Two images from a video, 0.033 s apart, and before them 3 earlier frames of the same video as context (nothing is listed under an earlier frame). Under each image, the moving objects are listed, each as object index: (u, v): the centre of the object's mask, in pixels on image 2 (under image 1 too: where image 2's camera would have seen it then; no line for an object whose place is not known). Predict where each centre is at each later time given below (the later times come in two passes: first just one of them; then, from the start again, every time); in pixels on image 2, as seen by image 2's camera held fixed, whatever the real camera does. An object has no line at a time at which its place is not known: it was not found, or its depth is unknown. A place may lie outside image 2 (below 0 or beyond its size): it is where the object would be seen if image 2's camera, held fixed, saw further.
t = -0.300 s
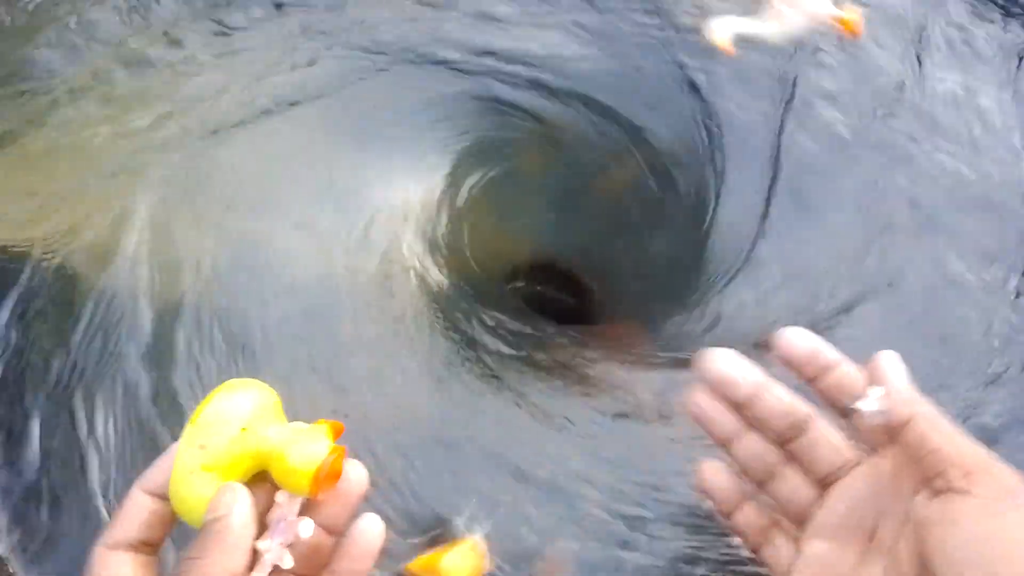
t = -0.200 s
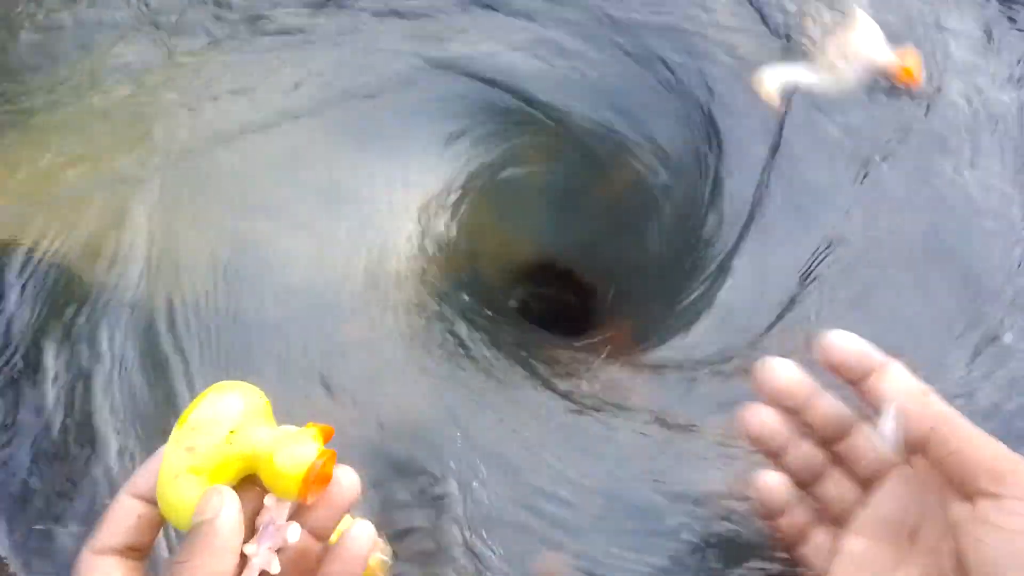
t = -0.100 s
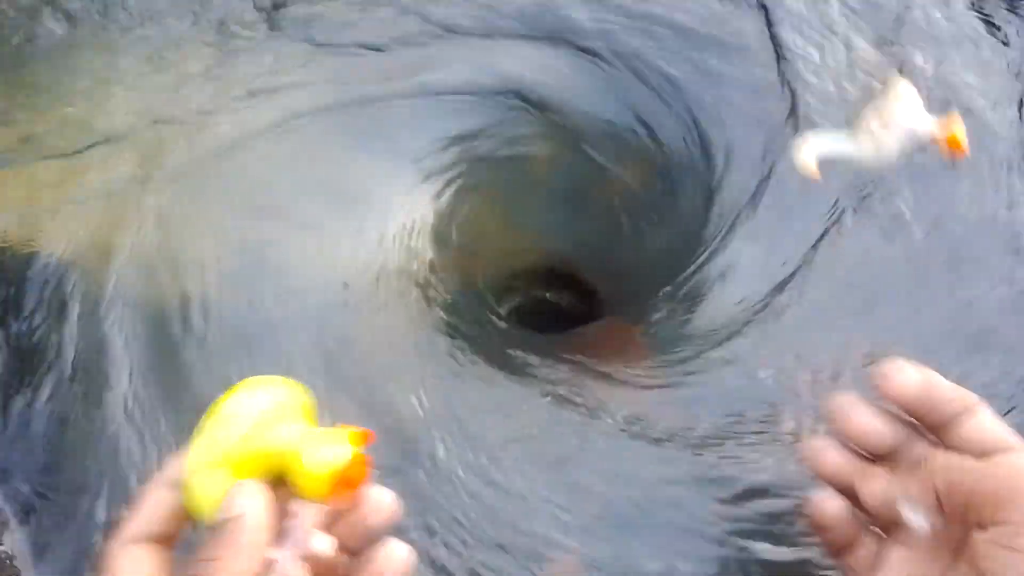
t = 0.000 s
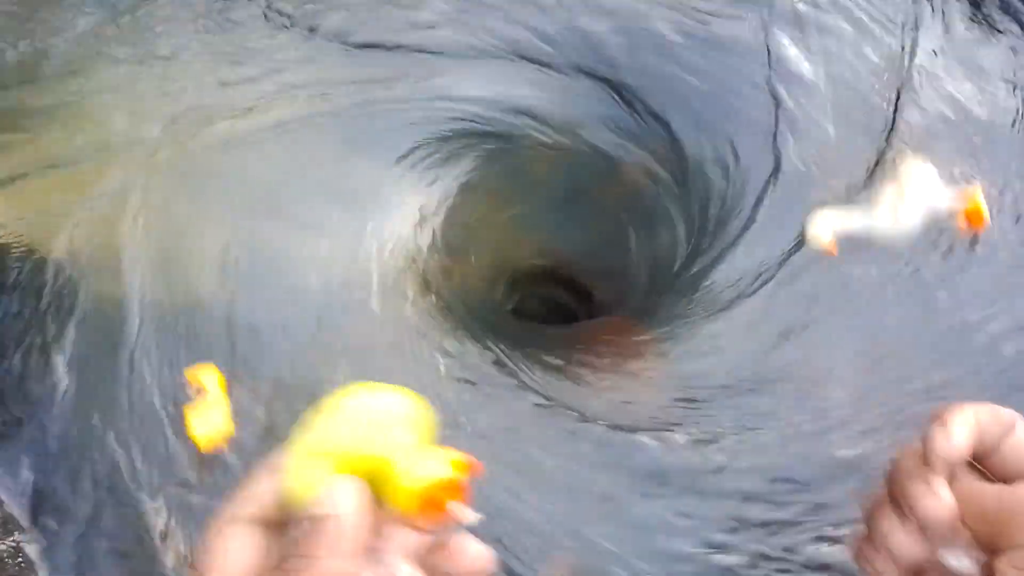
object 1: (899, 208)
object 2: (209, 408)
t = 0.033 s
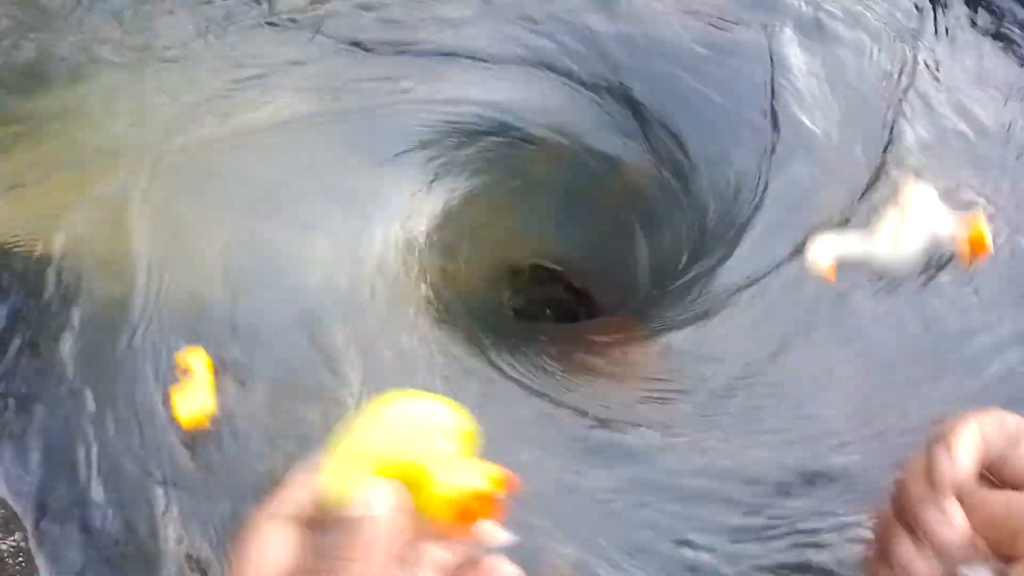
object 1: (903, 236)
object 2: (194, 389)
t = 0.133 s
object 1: (901, 315)
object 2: (157, 330)
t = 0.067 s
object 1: (906, 258)
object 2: (182, 371)
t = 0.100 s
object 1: (904, 290)
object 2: (168, 350)
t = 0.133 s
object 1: (901, 315)
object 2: (157, 330)
